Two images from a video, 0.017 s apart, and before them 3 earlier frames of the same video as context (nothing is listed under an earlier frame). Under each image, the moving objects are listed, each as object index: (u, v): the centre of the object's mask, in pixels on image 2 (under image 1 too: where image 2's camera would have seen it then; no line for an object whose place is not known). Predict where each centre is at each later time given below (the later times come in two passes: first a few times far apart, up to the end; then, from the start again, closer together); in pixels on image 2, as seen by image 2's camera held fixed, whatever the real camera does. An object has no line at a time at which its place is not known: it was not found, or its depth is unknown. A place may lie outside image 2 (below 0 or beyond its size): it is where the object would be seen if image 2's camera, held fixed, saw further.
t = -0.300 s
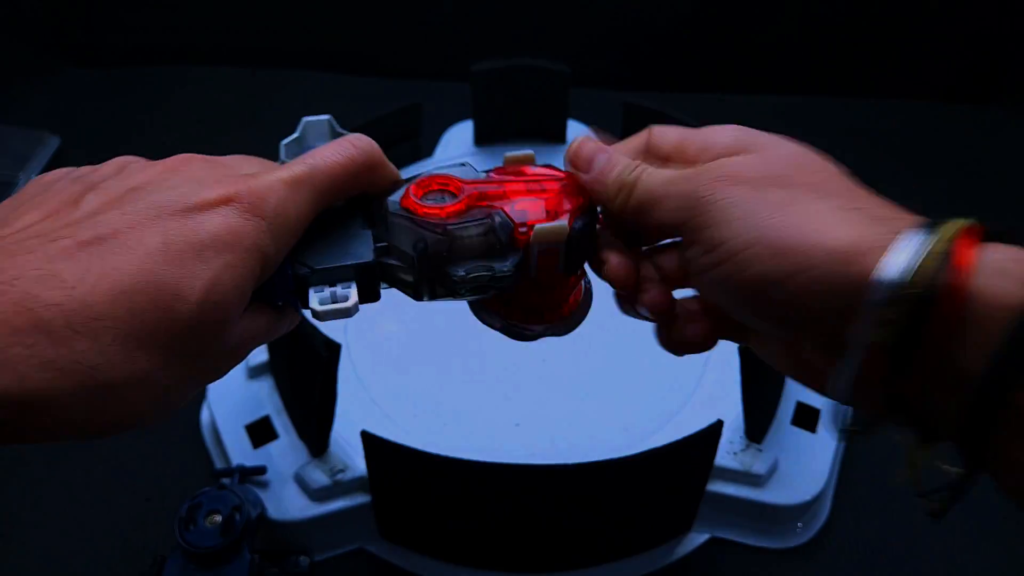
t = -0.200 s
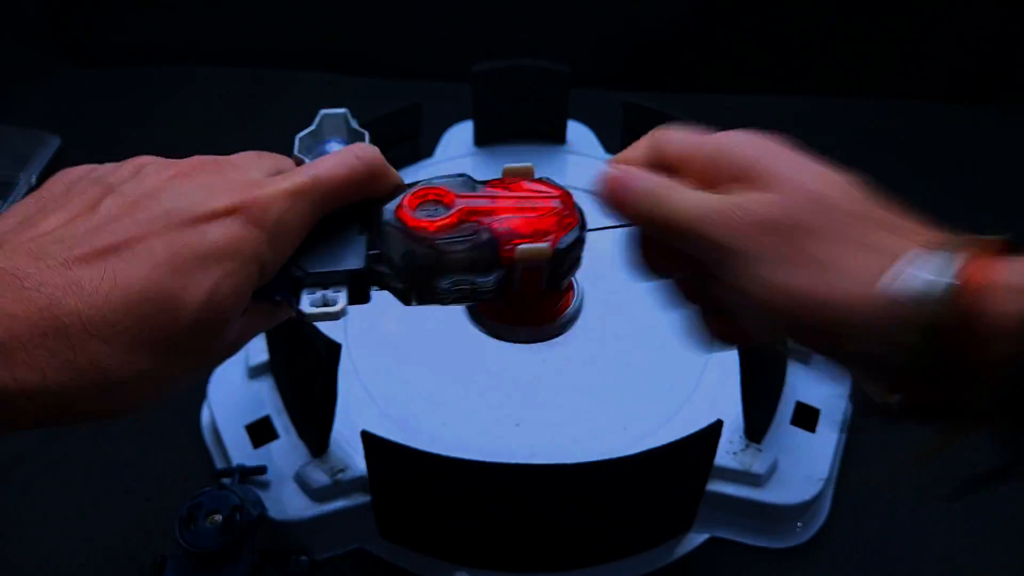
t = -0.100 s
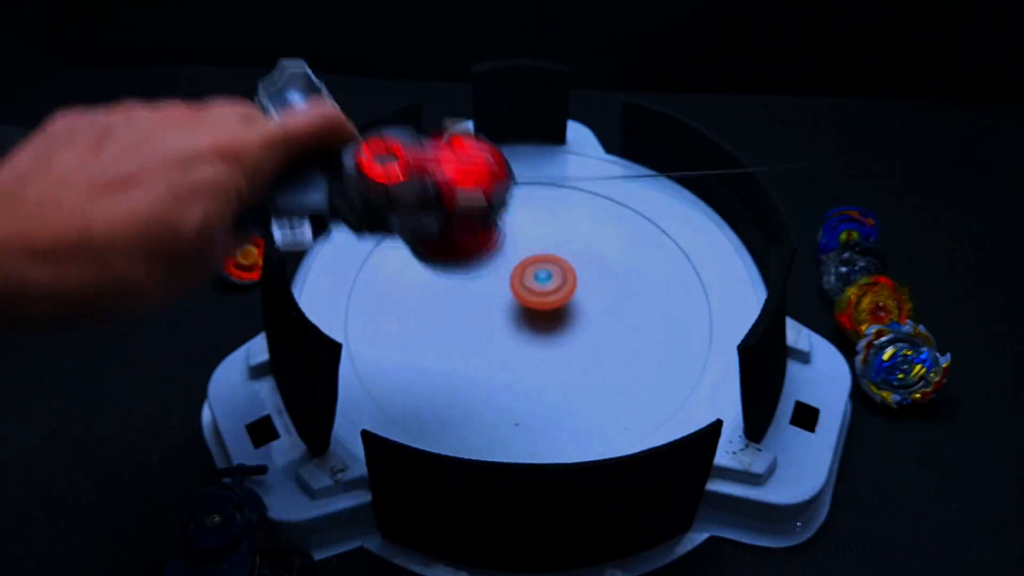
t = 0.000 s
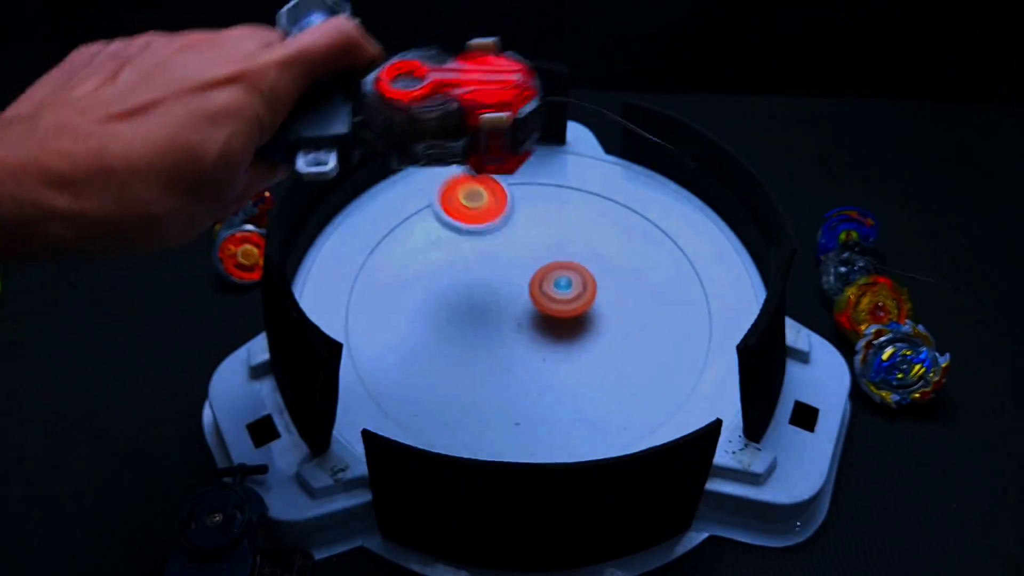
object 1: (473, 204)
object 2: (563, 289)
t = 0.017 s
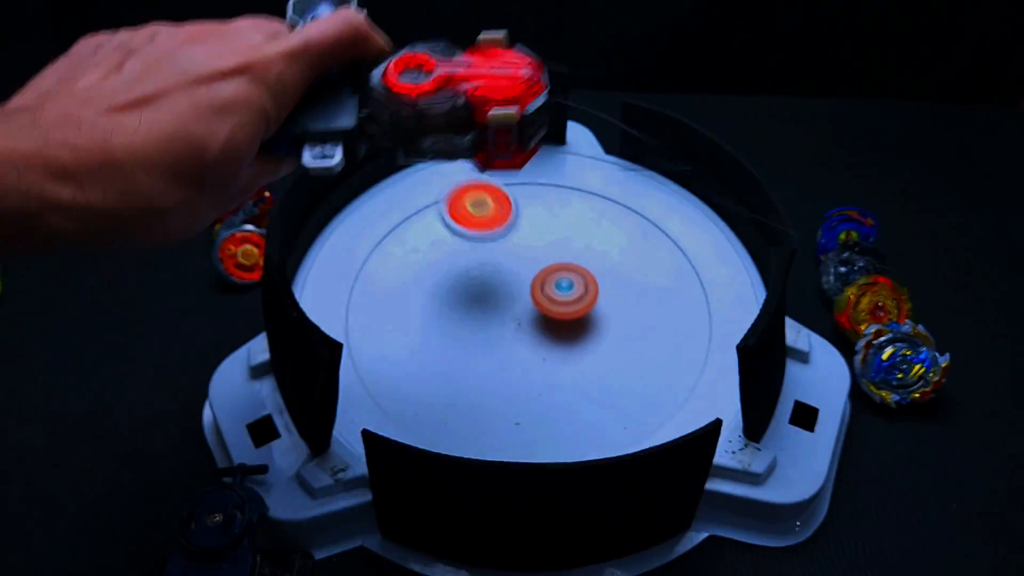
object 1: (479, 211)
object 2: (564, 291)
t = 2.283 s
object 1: (433, 377)
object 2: (586, 235)
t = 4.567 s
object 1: (613, 283)
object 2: (488, 302)
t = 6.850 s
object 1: (602, 306)
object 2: (497, 300)
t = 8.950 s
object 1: (495, 343)
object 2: (518, 279)
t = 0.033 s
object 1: (484, 222)
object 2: (565, 293)
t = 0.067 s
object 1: (502, 217)
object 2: (565, 295)
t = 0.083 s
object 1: (514, 209)
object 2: (565, 297)
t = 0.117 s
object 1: (537, 203)
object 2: (564, 301)
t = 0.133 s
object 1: (548, 205)
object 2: (563, 302)
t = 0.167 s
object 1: (569, 216)
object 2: (560, 301)
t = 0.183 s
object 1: (577, 223)
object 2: (558, 300)
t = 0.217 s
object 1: (593, 220)
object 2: (556, 297)
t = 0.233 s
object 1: (600, 222)
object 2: (556, 295)
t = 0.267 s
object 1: (609, 225)
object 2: (556, 293)
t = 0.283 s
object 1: (611, 223)
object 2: (556, 292)
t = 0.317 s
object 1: (614, 227)
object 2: (555, 293)
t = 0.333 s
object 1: (615, 233)
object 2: (554, 294)
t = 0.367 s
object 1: (612, 238)
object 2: (552, 296)
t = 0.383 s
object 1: (608, 237)
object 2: (551, 298)
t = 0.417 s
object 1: (599, 244)
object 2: (547, 302)
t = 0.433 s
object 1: (594, 251)
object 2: (545, 303)
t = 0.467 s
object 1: (590, 251)
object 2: (528, 314)
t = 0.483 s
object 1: (592, 245)
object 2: (513, 324)
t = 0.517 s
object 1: (597, 238)
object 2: (485, 341)
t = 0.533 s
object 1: (597, 231)
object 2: (473, 349)
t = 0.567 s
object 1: (592, 218)
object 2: (452, 363)
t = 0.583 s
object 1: (589, 216)
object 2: (444, 368)
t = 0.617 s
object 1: (583, 212)
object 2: (431, 380)
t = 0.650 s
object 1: (575, 208)
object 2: (425, 391)
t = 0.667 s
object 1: (570, 205)
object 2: (424, 396)
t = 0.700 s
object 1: (558, 204)
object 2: (427, 405)
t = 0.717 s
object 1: (553, 204)
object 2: (431, 408)
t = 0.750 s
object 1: (539, 204)
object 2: (441, 413)
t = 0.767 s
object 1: (532, 204)
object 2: (448, 415)
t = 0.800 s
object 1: (517, 207)
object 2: (461, 417)
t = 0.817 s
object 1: (509, 208)
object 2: (468, 416)
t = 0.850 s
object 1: (492, 213)
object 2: (483, 415)
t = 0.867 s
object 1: (484, 217)
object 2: (490, 413)
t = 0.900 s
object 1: (470, 225)
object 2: (503, 409)
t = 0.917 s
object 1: (464, 230)
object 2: (510, 406)
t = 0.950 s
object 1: (455, 242)
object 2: (522, 400)
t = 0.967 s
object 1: (452, 249)
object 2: (528, 396)
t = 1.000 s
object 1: (447, 265)
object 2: (536, 389)
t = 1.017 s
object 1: (447, 273)
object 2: (539, 385)
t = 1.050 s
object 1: (449, 290)
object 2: (544, 379)
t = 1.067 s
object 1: (451, 296)
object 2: (546, 374)
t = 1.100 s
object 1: (458, 316)
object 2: (549, 368)
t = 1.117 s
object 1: (469, 322)
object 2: (548, 365)
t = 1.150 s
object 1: (473, 324)
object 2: (564, 366)
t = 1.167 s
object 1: (465, 321)
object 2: (586, 372)
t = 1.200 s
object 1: (450, 319)
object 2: (627, 379)
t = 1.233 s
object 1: (440, 310)
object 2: (656, 379)
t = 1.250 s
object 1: (436, 308)
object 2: (669, 379)
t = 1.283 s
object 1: (435, 294)
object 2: (685, 373)
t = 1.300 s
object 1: (435, 290)
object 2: (685, 366)
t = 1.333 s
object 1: (436, 288)
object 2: (685, 354)
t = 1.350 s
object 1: (441, 281)
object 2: (684, 348)
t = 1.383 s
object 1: (450, 276)
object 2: (681, 337)
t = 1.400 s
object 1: (455, 278)
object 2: (679, 332)
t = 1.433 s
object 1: (466, 270)
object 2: (674, 321)
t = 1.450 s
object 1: (473, 268)
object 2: (671, 316)
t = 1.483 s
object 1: (486, 264)
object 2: (663, 307)
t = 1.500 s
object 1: (494, 262)
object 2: (660, 303)
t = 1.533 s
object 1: (509, 261)
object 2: (652, 295)
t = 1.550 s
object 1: (516, 260)
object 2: (648, 292)
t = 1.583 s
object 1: (533, 262)
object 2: (640, 285)
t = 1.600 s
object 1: (540, 262)
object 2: (635, 281)
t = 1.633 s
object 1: (552, 263)
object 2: (625, 275)
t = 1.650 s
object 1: (553, 262)
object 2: (625, 272)
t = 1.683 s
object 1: (551, 259)
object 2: (630, 271)
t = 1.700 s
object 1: (549, 258)
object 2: (631, 271)
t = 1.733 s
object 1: (543, 255)
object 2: (626, 268)
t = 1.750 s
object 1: (540, 254)
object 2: (623, 267)
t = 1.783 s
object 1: (531, 252)
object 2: (616, 263)
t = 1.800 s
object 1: (527, 251)
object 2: (612, 261)
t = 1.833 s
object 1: (519, 251)
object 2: (601, 258)
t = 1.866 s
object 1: (511, 254)
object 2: (591, 255)
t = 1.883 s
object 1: (507, 257)
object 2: (586, 253)
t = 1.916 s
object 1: (498, 262)
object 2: (574, 251)
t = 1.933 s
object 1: (495, 266)
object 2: (568, 250)
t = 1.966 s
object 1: (490, 273)
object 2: (560, 251)
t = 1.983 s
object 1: (488, 277)
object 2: (555, 251)
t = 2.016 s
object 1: (486, 284)
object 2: (549, 251)
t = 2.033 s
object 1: (485, 289)
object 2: (546, 253)
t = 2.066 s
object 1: (484, 293)
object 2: (540, 256)
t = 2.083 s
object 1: (479, 300)
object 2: (542, 255)
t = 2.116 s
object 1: (457, 315)
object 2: (563, 245)
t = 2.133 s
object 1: (447, 320)
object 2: (571, 241)
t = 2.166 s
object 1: (431, 336)
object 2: (583, 236)
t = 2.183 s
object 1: (428, 338)
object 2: (588, 234)
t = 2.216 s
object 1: (425, 349)
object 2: (592, 233)
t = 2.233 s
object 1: (424, 357)
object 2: (592, 233)
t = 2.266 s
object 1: (428, 369)
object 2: (589, 234)
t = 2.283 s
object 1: (433, 377)
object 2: (586, 235)
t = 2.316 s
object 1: (447, 386)
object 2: (581, 236)
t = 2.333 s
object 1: (454, 392)
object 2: (576, 237)
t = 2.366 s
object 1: (478, 401)
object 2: (568, 240)
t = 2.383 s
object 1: (488, 402)
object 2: (564, 242)
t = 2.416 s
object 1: (518, 400)
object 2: (557, 245)
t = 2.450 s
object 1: (544, 393)
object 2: (550, 248)
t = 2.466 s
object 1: (555, 387)
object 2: (548, 249)
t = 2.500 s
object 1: (581, 377)
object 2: (543, 253)
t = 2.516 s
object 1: (595, 370)
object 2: (541, 254)
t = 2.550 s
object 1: (614, 352)
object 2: (539, 257)
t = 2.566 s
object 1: (623, 345)
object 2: (538, 258)
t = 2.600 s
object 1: (634, 322)
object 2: (537, 261)
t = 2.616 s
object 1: (637, 313)
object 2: (537, 263)
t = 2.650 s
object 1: (641, 294)
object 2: (538, 266)
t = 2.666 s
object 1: (641, 283)
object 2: (540, 267)
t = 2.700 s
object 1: (635, 261)
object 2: (541, 271)
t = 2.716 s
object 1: (631, 254)
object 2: (542, 273)
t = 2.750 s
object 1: (617, 236)
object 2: (544, 277)
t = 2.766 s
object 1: (610, 229)
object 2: (545, 278)
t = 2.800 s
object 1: (590, 216)
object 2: (546, 281)
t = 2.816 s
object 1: (578, 214)
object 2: (547, 283)
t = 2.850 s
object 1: (552, 208)
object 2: (549, 286)
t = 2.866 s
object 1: (538, 207)
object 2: (550, 288)
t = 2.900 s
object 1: (508, 208)
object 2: (552, 290)
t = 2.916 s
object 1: (495, 211)
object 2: (553, 292)
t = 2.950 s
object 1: (466, 220)
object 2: (554, 295)
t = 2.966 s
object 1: (454, 226)
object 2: (555, 297)
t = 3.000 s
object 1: (433, 239)
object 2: (557, 299)
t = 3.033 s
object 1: (414, 257)
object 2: (558, 302)
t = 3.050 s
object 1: (404, 269)
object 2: (558, 304)
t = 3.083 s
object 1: (389, 293)
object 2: (559, 306)
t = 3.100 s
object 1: (383, 306)
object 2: (559, 308)
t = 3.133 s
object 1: (379, 330)
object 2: (559, 311)
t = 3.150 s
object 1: (381, 342)
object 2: (559, 312)
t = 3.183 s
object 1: (386, 368)
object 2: (559, 314)
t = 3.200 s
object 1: (391, 376)
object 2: (559, 315)
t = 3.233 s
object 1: (409, 397)
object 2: (558, 317)
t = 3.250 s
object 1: (419, 404)
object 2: (557, 317)
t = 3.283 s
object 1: (447, 415)
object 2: (556, 319)
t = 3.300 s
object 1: (462, 419)
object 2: (555, 319)
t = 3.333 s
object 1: (495, 424)
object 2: (555, 320)
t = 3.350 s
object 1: (511, 423)
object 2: (555, 321)
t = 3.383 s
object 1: (545, 418)
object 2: (555, 323)
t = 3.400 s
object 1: (562, 413)
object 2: (555, 325)
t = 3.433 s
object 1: (592, 399)
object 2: (553, 326)
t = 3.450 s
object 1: (605, 389)
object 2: (551, 327)
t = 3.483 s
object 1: (627, 366)
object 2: (548, 329)
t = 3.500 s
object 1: (635, 353)
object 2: (547, 329)
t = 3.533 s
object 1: (647, 328)
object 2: (543, 330)
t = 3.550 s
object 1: (650, 315)
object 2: (542, 331)
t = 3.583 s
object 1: (651, 288)
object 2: (538, 332)
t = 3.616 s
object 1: (645, 262)
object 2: (536, 333)
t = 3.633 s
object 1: (640, 252)
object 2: (535, 334)
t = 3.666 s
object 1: (624, 233)
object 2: (532, 335)
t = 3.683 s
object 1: (614, 225)
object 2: (530, 335)
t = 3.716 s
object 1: (590, 215)
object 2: (528, 335)
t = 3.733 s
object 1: (574, 207)
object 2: (527, 334)
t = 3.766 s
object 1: (546, 203)
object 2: (524, 334)
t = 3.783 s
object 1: (532, 201)
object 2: (522, 333)
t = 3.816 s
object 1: (502, 200)
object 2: (519, 333)
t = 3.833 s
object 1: (488, 200)
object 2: (518, 332)
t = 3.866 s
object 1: (460, 208)
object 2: (515, 332)
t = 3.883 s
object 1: (449, 212)
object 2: (513, 332)
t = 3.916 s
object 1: (431, 222)
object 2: (509, 331)
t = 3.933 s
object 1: (422, 230)
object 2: (507, 331)
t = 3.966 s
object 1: (405, 246)
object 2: (503, 330)
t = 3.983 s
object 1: (400, 253)
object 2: (502, 330)
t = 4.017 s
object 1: (390, 271)
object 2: (501, 329)
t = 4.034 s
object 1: (386, 280)
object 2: (500, 329)
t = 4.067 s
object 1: (381, 299)
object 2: (498, 328)
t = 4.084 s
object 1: (381, 310)
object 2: (497, 327)
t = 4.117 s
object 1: (386, 328)
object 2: (496, 326)
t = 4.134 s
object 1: (392, 340)
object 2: (495, 325)
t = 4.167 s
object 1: (406, 358)
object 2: (493, 324)
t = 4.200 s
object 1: (429, 377)
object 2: (492, 322)
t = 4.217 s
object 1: (441, 383)
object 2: (492, 321)
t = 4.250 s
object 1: (469, 395)
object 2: (490, 318)
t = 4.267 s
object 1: (482, 396)
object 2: (489, 317)
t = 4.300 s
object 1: (510, 401)
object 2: (488, 315)
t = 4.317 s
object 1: (522, 399)
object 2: (488, 314)
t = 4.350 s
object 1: (549, 398)
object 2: (487, 313)
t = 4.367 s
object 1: (560, 391)
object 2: (487, 312)
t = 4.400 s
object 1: (583, 380)
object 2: (486, 312)
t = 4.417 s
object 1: (590, 374)
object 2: (486, 312)
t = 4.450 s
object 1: (603, 356)
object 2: (486, 310)
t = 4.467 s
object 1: (608, 346)
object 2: (487, 309)
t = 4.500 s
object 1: (616, 325)
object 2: (487, 306)
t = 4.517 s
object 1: (617, 313)
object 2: (487, 305)
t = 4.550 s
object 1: (616, 293)
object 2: (488, 303)
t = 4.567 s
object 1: (613, 283)
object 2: (488, 302)
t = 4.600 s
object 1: (605, 266)
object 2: (490, 300)
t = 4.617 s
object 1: (597, 257)
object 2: (491, 299)
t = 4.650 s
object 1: (582, 246)
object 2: (492, 297)
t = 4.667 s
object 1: (572, 239)
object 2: (493, 295)
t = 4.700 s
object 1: (553, 233)
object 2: (495, 293)
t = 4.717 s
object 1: (543, 232)
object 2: (496, 292)
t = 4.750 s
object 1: (526, 231)
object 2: (496, 289)
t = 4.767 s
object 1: (517, 232)
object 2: (496, 289)
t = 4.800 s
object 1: (507, 217)
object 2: (480, 317)
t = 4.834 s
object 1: (499, 197)
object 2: (463, 348)
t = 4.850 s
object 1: (496, 189)
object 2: (457, 363)
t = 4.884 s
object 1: (486, 175)
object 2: (448, 387)
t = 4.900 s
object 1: (481, 172)
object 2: (445, 397)
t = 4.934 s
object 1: (474, 180)
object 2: (444, 413)
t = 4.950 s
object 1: (471, 190)
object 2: (447, 419)
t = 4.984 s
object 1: (463, 213)
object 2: (462, 422)
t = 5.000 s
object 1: (462, 222)
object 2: (470, 425)
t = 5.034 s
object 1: (458, 241)
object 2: (486, 426)
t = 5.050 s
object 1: (456, 250)
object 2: (494, 426)
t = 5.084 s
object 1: (455, 267)
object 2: (511, 424)
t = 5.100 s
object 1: (456, 275)
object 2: (519, 422)
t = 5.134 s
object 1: (461, 290)
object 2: (534, 415)
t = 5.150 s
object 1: (463, 296)
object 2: (542, 411)
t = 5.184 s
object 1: (470, 308)
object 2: (555, 402)
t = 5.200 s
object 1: (477, 313)
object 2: (560, 398)
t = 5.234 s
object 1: (489, 321)
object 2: (567, 388)
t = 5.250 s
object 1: (495, 324)
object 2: (568, 383)
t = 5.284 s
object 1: (507, 327)
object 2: (569, 373)
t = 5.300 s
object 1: (513, 323)
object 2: (568, 369)
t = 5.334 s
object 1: (518, 317)
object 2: (573, 368)
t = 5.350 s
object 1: (518, 312)
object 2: (575, 368)
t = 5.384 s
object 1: (523, 302)
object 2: (577, 367)
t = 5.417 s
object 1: (528, 293)
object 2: (575, 362)
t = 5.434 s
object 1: (529, 289)
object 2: (573, 359)
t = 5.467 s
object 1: (529, 280)
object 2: (570, 354)
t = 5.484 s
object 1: (529, 278)
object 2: (568, 351)
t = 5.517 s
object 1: (530, 269)
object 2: (564, 345)
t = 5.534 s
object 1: (530, 265)
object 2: (562, 343)
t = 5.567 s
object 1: (532, 259)
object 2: (559, 339)
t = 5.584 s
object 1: (533, 257)
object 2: (558, 337)
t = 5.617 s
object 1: (536, 251)
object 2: (555, 334)
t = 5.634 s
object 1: (538, 250)
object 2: (554, 333)
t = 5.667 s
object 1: (540, 247)
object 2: (552, 332)
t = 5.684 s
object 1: (542, 246)
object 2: (551, 332)
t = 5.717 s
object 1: (543, 244)
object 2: (548, 333)
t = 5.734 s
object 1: (542, 243)
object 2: (547, 334)
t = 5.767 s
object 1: (542, 243)
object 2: (542, 336)
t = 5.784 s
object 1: (541, 242)
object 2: (538, 336)
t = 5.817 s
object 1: (541, 242)
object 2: (530, 338)
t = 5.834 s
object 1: (541, 241)
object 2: (525, 338)
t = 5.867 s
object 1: (541, 239)
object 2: (514, 336)
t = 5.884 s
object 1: (542, 238)
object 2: (508, 334)
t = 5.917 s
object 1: (543, 237)
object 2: (497, 328)
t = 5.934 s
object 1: (545, 238)
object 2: (492, 325)
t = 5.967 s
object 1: (547, 243)
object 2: (486, 320)
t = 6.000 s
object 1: (546, 248)
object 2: (481, 315)
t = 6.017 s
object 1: (546, 253)
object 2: (480, 314)
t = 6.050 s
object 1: (544, 260)
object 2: (480, 310)
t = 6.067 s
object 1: (543, 264)
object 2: (480, 309)
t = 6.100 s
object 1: (544, 272)
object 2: (482, 306)
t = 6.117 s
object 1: (546, 276)
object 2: (482, 306)
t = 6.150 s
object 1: (557, 280)
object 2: (472, 309)
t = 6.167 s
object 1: (564, 283)
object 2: (469, 310)
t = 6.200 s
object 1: (575, 284)
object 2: (465, 312)
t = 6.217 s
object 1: (579, 286)
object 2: (465, 313)
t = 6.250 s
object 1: (587, 287)
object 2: (465, 314)
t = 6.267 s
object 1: (590, 288)
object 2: (465, 315)
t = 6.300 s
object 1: (594, 288)
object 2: (467, 316)
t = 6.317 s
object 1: (597, 286)
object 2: (468, 317)
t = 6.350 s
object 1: (598, 284)
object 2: (469, 318)
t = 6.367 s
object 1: (596, 281)
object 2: (469, 318)
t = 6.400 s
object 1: (594, 277)
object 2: (470, 318)
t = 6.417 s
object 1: (592, 276)
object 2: (472, 318)
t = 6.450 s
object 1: (587, 273)
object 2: (474, 318)
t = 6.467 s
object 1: (585, 271)
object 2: (476, 317)
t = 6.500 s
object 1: (581, 270)
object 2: (478, 317)
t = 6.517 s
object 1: (580, 270)
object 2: (479, 316)
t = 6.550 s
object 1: (577, 271)
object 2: (481, 315)
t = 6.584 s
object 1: (576, 273)
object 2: (483, 313)
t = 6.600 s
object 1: (575, 276)
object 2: (484, 312)
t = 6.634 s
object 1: (575, 281)
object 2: (486, 311)
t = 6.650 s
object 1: (576, 283)
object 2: (487, 309)
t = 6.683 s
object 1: (578, 290)
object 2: (489, 308)
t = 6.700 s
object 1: (579, 293)
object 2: (491, 307)
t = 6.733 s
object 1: (584, 299)
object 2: (492, 306)
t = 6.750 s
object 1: (587, 301)
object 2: (492, 305)
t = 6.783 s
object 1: (593, 305)
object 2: (494, 303)
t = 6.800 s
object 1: (595, 306)
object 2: (494, 302)
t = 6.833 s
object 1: (600, 307)
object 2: (496, 300)
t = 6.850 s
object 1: (602, 306)
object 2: (497, 300)
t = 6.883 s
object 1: (605, 303)
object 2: (500, 298)
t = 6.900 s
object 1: (605, 301)
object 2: (500, 297)
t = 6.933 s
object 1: (602, 297)
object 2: (503, 295)
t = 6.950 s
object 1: (601, 295)
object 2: (504, 295)
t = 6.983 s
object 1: (596, 292)
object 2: (506, 294)
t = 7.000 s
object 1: (595, 291)
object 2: (507, 294)
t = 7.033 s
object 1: (591, 291)
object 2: (510, 293)
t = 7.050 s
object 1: (587, 291)
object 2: (510, 292)
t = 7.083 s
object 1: (597, 293)
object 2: (487, 286)
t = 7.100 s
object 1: (602, 295)
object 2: (472, 281)
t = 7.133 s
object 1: (607, 296)
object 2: (453, 274)
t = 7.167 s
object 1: (608, 296)
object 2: (439, 269)
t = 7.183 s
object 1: (608, 295)
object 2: (434, 267)
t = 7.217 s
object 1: (604, 293)
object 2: (430, 266)
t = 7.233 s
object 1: (601, 291)
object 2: (429, 267)
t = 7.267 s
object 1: (596, 289)
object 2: (430, 269)
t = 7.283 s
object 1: (594, 289)
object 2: (430, 271)
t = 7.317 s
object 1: (587, 289)
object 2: (434, 276)
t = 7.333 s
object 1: (582, 290)
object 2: (434, 279)
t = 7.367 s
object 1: (572, 294)
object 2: (437, 286)
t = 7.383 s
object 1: (566, 297)
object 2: (438, 290)
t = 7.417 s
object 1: (553, 302)
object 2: (441, 296)
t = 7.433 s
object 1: (548, 303)
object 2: (444, 299)
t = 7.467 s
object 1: (536, 309)
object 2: (448, 305)
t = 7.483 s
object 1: (531, 312)
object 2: (451, 308)
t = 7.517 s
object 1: (541, 317)
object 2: (428, 305)
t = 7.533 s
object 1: (552, 321)
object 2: (411, 302)
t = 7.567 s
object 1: (571, 325)
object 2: (384, 296)
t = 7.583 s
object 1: (579, 326)
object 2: (373, 294)
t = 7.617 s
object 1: (595, 331)
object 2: (357, 290)
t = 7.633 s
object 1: (601, 333)
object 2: (358, 289)
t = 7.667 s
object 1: (609, 336)
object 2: (366, 290)
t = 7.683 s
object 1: (610, 335)
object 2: (369, 290)
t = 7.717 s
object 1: (612, 334)
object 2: (377, 290)
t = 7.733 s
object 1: (613, 333)
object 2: (381, 291)
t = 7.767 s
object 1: (613, 328)
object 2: (390, 296)
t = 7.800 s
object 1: (610, 321)
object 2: (399, 300)
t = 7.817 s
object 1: (607, 317)
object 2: (403, 301)
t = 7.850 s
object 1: (600, 312)
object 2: (411, 304)
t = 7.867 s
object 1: (594, 310)
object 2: (415, 306)
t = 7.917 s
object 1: (574, 305)
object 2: (428, 306)
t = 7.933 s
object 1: (567, 304)
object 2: (432, 305)
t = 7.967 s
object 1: (551, 304)
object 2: (442, 301)
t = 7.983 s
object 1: (543, 303)
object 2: (448, 299)
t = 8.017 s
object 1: (532, 303)
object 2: (457, 294)
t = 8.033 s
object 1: (532, 305)
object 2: (455, 289)
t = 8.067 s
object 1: (532, 309)
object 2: (452, 281)
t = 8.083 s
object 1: (532, 312)
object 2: (451, 278)
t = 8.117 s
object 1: (532, 314)
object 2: (454, 274)
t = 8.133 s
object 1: (532, 315)
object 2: (456, 275)
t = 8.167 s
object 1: (532, 317)
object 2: (460, 274)
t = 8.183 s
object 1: (531, 317)
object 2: (462, 273)
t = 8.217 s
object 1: (530, 316)
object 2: (467, 274)
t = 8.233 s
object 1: (530, 315)
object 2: (469, 274)
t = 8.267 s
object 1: (528, 314)
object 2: (474, 274)
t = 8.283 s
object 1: (531, 313)
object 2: (477, 272)
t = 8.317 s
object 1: (533, 312)
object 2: (482, 268)
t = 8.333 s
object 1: (533, 313)
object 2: (484, 267)
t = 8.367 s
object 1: (536, 315)
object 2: (488, 267)
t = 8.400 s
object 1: (536, 315)
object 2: (492, 267)
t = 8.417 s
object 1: (536, 315)
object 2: (494, 267)
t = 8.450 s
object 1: (536, 316)
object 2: (497, 267)
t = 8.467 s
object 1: (537, 319)
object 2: (498, 263)
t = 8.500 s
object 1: (537, 324)
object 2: (498, 254)
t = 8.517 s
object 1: (536, 327)
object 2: (499, 251)
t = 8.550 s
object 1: (531, 329)
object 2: (503, 249)
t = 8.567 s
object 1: (528, 330)
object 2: (505, 249)
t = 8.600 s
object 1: (518, 332)
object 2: (506, 250)
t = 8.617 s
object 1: (511, 333)
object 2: (507, 251)
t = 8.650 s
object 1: (500, 333)
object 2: (508, 252)
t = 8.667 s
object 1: (496, 333)
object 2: (508, 252)
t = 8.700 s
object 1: (493, 332)
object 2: (510, 254)
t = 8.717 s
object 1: (491, 333)
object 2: (512, 255)
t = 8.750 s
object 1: (488, 334)
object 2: (514, 257)
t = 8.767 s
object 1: (486, 336)
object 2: (513, 259)
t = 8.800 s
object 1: (484, 341)
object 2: (514, 261)
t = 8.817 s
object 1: (484, 344)
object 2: (515, 262)
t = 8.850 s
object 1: (488, 347)
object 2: (515, 265)
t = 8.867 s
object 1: (490, 347)
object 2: (516, 267)
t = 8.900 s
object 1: (492, 346)
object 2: (517, 270)
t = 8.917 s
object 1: (493, 345)
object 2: (517, 273)
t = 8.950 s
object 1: (495, 343)
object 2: (518, 279)
